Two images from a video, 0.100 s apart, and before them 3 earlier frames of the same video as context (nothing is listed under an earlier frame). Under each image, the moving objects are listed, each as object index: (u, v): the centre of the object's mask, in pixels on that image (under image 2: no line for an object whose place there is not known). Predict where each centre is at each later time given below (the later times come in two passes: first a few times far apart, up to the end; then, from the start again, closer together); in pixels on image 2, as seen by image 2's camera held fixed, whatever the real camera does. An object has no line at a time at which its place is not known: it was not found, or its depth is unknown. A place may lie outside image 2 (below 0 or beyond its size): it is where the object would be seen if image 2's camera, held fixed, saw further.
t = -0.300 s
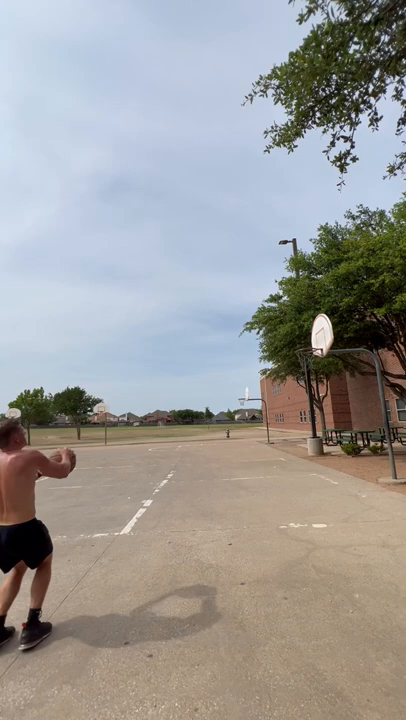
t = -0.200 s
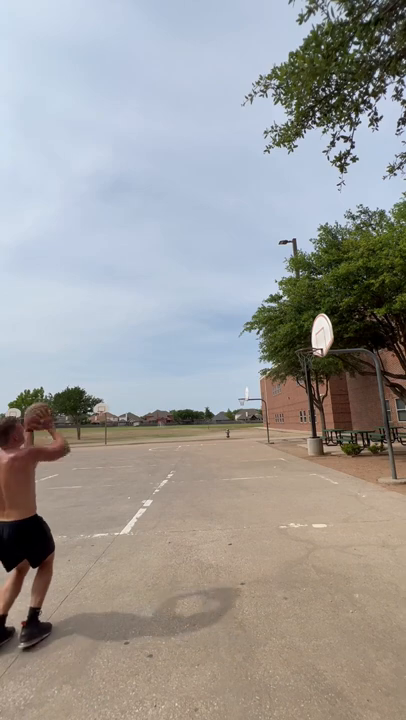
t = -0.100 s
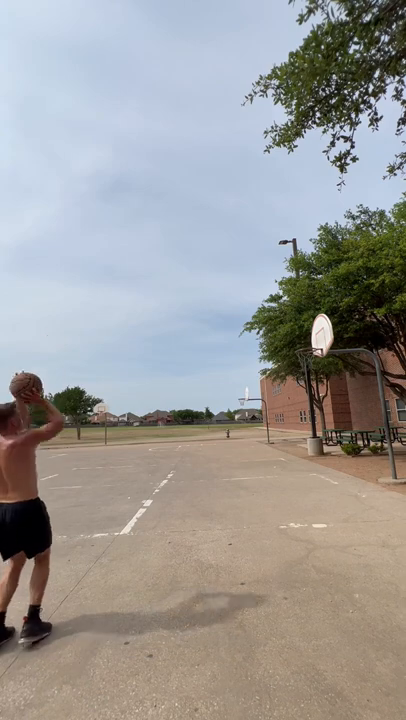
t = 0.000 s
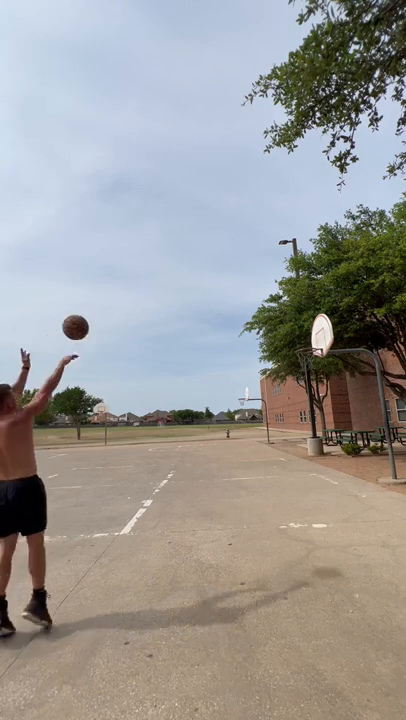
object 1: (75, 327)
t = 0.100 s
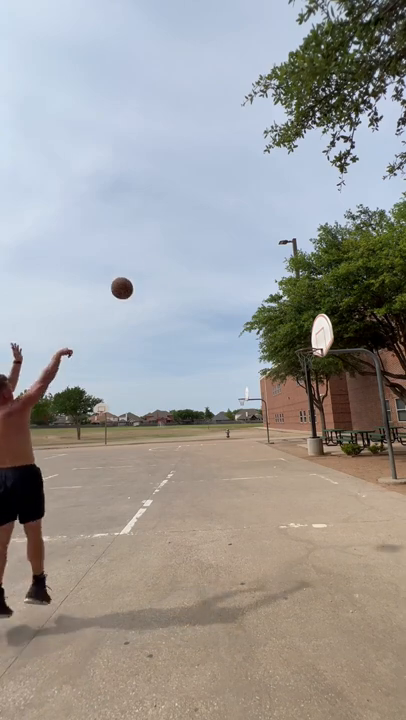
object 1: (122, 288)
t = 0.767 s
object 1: (267, 281)
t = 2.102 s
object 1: (325, 475)
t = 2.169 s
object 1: (326, 470)
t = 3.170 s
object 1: (347, 451)
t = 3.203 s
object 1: (351, 457)
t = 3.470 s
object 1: (354, 450)
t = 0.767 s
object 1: (267, 281)
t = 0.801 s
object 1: (272, 286)
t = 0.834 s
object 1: (276, 292)
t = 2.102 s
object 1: (325, 475)
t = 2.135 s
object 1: (326, 480)
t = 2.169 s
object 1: (326, 470)
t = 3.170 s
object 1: (347, 451)
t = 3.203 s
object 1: (351, 457)
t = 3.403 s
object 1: (354, 458)
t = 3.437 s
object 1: (353, 453)
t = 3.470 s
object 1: (354, 450)
